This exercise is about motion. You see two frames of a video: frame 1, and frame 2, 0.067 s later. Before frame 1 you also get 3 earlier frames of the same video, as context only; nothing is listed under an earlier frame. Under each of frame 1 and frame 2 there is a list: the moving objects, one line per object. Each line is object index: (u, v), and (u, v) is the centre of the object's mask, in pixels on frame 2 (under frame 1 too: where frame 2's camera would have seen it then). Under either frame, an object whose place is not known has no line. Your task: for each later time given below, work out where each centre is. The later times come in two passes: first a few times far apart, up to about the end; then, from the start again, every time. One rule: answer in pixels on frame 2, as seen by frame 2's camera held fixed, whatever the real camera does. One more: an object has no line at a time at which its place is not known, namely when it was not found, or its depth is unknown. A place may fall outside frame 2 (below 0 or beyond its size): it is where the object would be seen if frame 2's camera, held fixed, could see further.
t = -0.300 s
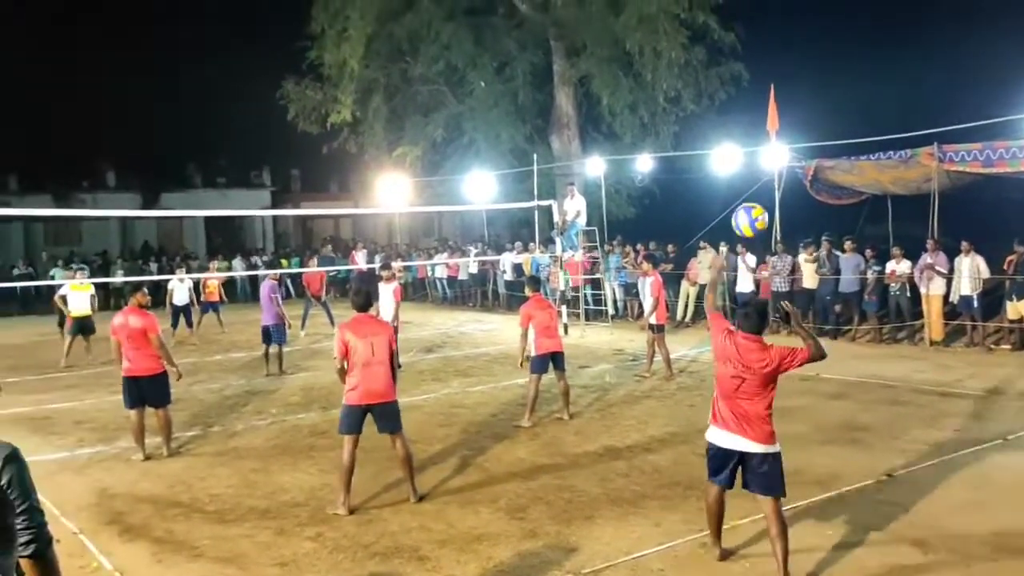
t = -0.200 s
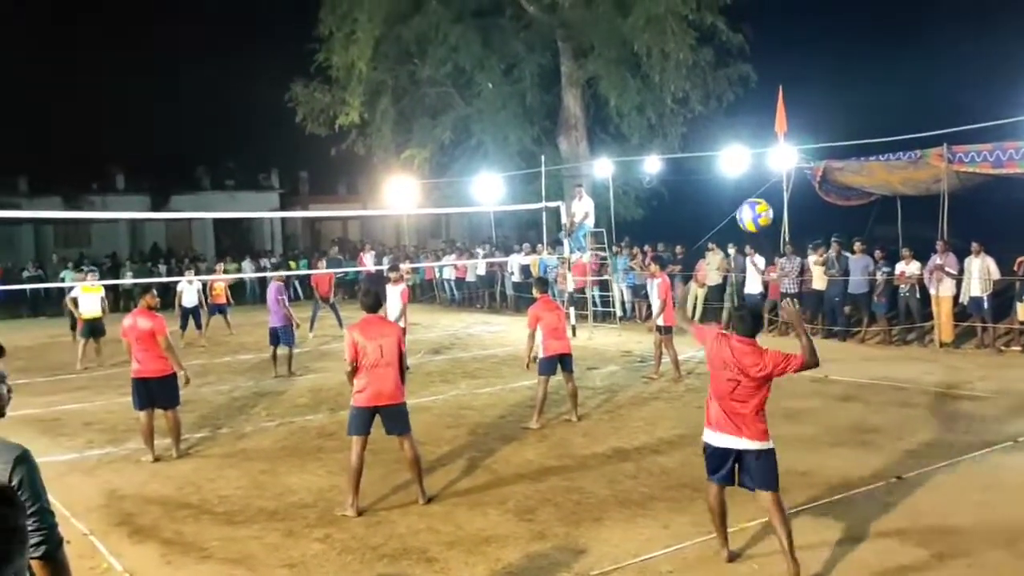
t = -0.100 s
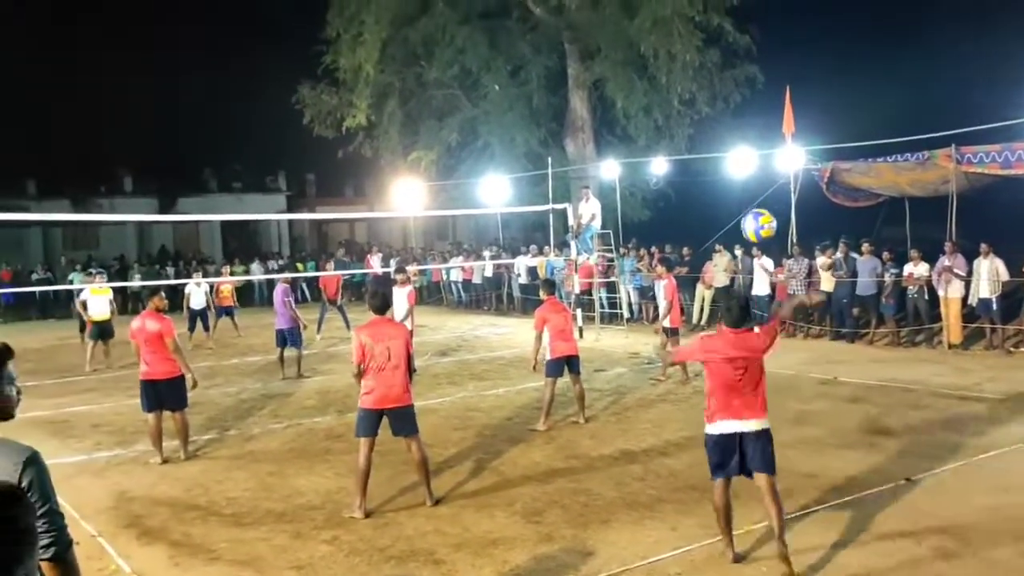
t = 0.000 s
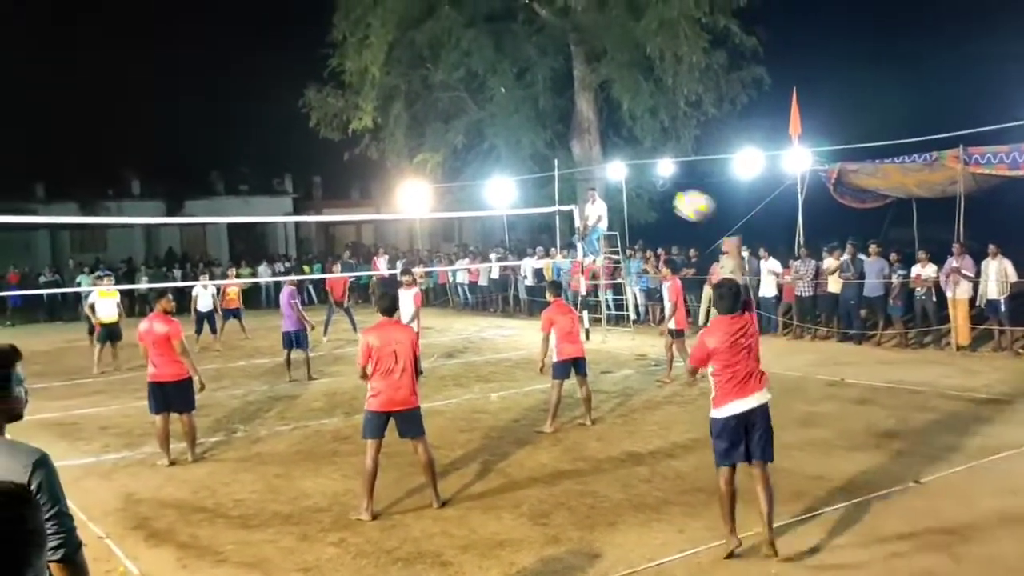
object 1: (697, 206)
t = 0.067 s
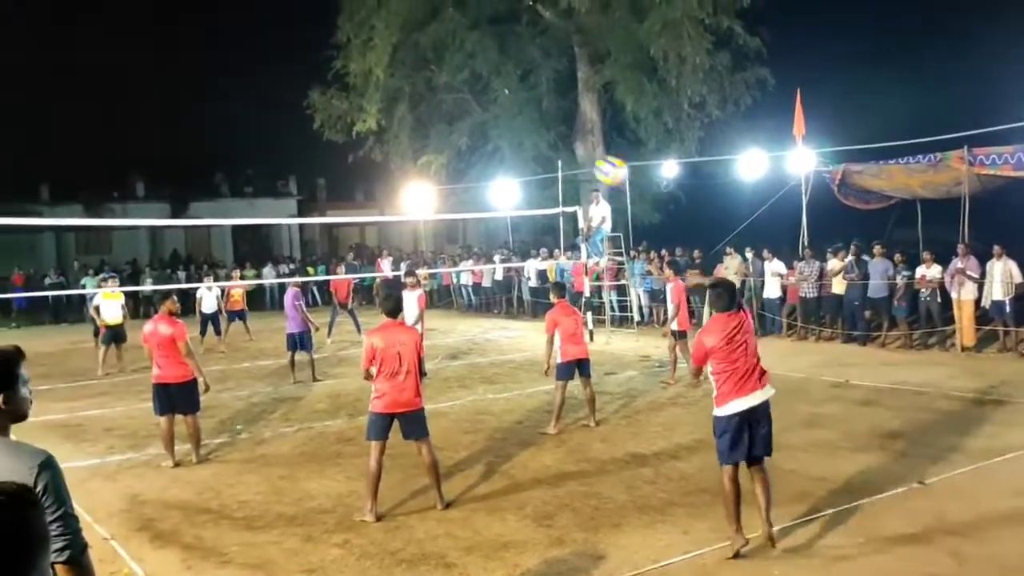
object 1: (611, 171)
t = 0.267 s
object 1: (439, 118)
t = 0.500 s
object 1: (323, 118)
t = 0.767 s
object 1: (247, 156)
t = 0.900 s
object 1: (220, 184)
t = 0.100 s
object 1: (574, 156)
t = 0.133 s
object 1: (542, 145)
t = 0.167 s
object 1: (513, 136)
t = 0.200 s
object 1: (486, 128)
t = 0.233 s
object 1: (462, 123)
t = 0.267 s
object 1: (439, 118)
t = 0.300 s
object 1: (418, 115)
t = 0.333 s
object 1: (400, 114)
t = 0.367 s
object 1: (382, 113)
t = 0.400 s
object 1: (366, 113)
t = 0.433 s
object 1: (351, 114)
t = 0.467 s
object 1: (337, 115)
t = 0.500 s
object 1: (323, 118)
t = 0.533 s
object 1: (312, 120)
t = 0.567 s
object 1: (301, 124)
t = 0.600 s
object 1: (290, 128)
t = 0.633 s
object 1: (281, 133)
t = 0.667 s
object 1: (271, 138)
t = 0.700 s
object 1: (263, 144)
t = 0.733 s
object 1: (255, 150)
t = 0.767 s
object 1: (247, 156)
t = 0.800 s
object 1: (239, 162)
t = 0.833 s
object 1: (233, 169)
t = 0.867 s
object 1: (226, 176)
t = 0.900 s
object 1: (220, 184)
